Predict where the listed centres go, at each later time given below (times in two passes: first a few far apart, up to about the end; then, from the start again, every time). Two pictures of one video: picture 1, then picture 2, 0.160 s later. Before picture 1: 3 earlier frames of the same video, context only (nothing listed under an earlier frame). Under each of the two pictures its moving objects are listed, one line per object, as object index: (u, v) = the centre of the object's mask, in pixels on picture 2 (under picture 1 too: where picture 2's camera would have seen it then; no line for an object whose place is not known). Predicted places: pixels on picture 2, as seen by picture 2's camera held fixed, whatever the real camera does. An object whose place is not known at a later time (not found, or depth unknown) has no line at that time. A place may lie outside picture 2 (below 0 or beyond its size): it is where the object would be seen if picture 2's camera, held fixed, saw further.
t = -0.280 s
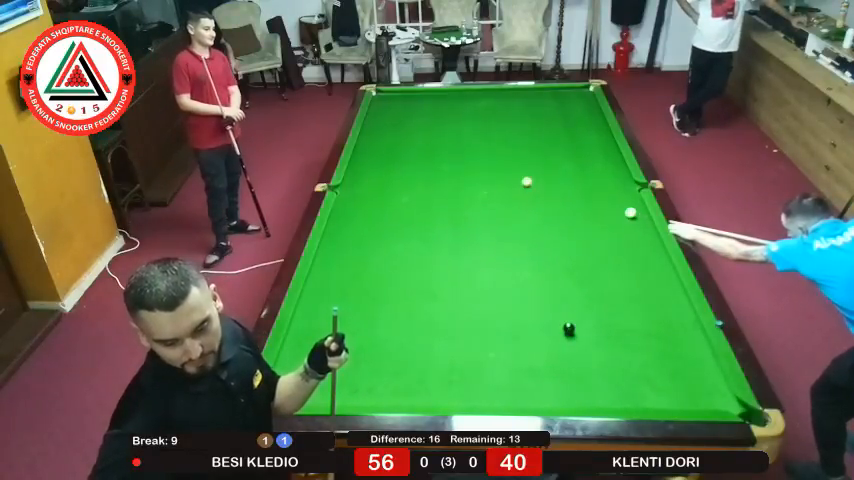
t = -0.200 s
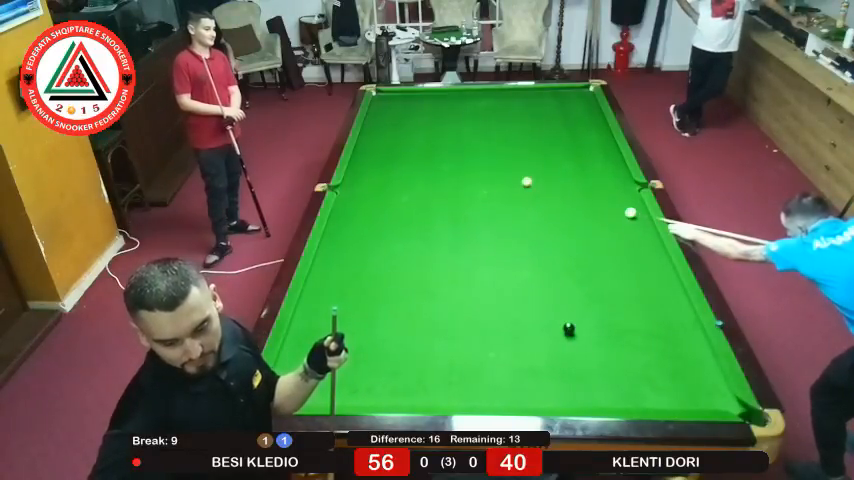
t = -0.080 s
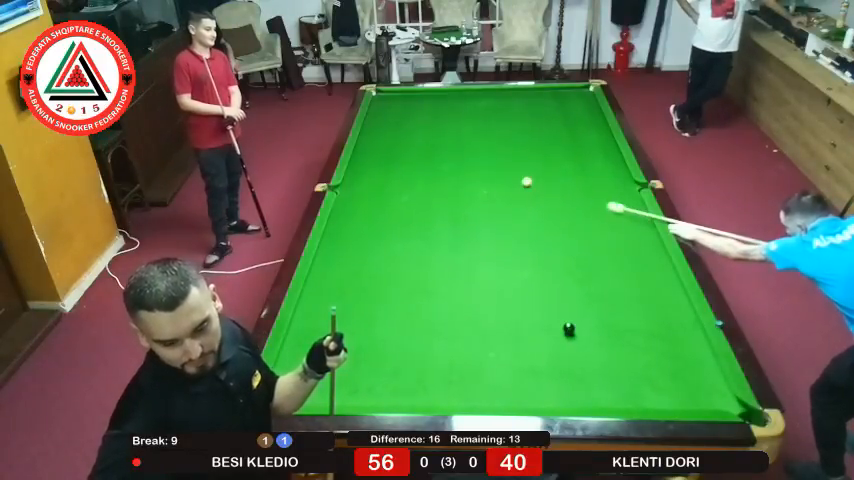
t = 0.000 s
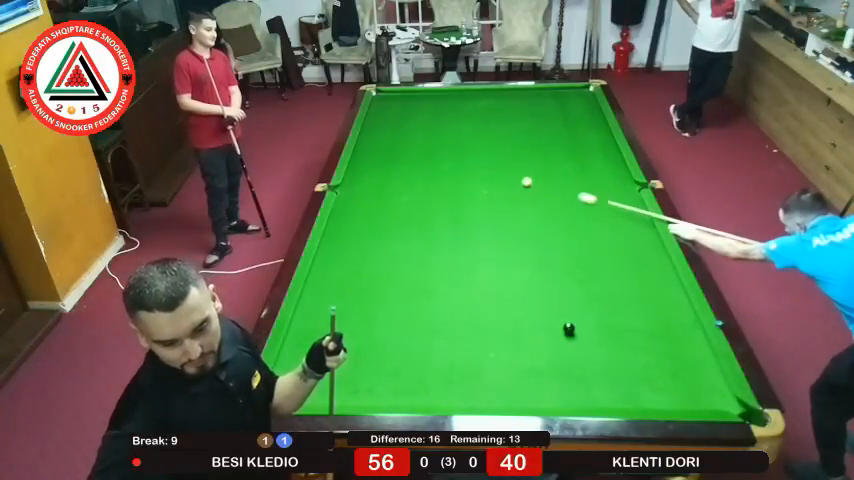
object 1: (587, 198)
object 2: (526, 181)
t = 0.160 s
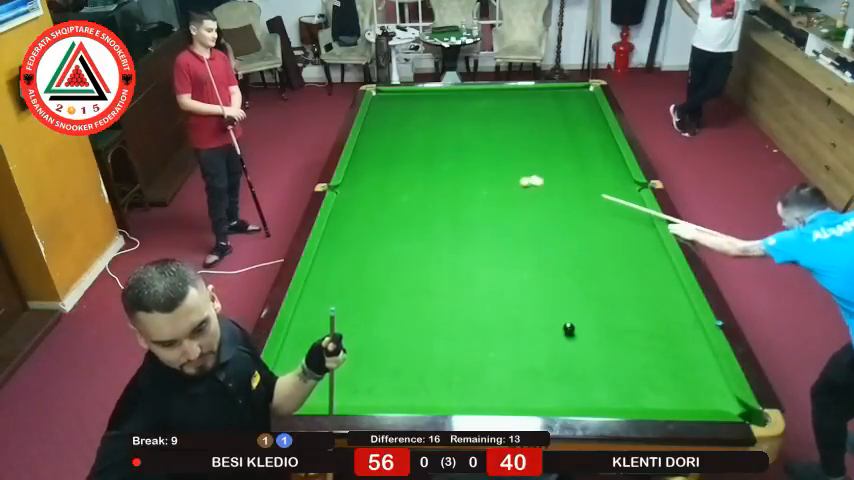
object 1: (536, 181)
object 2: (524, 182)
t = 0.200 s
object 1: (531, 176)
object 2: (517, 182)
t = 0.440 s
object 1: (504, 151)
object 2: (477, 185)
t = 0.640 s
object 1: (483, 133)
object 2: (446, 187)
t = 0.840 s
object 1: (464, 118)
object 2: (416, 189)
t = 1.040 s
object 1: (447, 104)
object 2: (387, 191)
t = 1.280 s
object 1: (430, 92)
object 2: (353, 194)
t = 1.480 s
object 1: (418, 101)
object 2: (350, 193)
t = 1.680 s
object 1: (405, 110)
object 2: (369, 189)
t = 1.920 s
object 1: (390, 120)
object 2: (389, 185)
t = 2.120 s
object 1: (377, 130)
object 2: (405, 182)
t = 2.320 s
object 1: (363, 139)
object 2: (420, 179)
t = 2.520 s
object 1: (361, 148)
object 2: (434, 176)
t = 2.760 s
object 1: (365, 158)
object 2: (450, 173)
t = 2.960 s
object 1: (368, 167)
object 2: (463, 171)
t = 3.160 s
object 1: (372, 176)
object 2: (475, 168)
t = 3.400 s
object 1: (377, 187)
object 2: (488, 166)
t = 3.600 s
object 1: (380, 196)
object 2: (499, 164)
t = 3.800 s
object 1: (384, 205)
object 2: (508, 163)
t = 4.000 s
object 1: (389, 215)
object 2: (518, 161)
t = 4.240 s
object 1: (393, 226)
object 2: (528, 159)
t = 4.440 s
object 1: (397, 236)
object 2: (535, 158)
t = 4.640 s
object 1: (401, 246)
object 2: (543, 156)
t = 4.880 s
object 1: (406, 258)
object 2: (551, 155)
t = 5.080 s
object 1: (410, 268)
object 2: (556, 154)
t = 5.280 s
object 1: (414, 277)
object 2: (562, 153)
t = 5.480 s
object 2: (566, 152)
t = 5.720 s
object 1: (423, 299)
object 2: (571, 151)
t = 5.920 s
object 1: (427, 309)
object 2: (574, 150)
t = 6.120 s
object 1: (431, 318)
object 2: (577, 150)
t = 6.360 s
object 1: (435, 330)
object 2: (579, 150)
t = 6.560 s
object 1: (438, 339)
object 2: (581, 149)
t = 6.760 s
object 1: (441, 347)
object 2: (582, 149)
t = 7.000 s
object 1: (445, 357)
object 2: (582, 149)
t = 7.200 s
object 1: (447, 365)
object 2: (582, 149)
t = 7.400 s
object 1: (449, 373)
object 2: (582, 149)
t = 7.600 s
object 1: (452, 380)
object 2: (582, 149)
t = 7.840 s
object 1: (452, 387)
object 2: (582, 149)
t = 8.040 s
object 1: (454, 393)
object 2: (582, 149)
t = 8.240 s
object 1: (455, 396)
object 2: (582, 149)
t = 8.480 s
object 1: (456, 397)
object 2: (582, 149)
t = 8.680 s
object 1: (456, 395)
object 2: (582, 149)
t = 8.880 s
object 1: (456, 395)
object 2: (582, 149)
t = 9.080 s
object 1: (456, 394)
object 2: (582, 149)
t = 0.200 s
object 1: (531, 176)
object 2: (517, 182)
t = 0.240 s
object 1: (528, 171)
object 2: (509, 183)
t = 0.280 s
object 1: (523, 167)
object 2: (502, 183)
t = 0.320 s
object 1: (519, 163)
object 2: (496, 184)
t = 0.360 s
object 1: (514, 159)
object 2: (489, 184)
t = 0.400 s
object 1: (509, 155)
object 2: (483, 184)
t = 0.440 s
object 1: (504, 151)
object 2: (477, 185)
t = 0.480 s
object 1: (500, 147)
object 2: (470, 185)
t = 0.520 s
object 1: (496, 144)
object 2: (465, 186)
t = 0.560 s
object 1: (491, 140)
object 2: (458, 186)
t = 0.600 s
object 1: (487, 137)
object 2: (452, 187)
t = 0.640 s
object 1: (483, 133)
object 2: (446, 187)
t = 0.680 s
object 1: (479, 130)
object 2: (440, 188)
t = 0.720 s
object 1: (475, 127)
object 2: (434, 188)
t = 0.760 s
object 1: (471, 124)
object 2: (429, 189)
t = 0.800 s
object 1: (467, 120)
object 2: (422, 189)
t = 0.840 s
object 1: (464, 118)
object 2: (416, 189)
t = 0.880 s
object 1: (461, 115)
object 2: (410, 190)
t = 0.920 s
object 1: (457, 112)
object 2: (405, 190)
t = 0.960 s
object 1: (454, 109)
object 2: (399, 190)
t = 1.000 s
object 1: (451, 106)
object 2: (393, 191)
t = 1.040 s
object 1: (447, 104)
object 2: (387, 191)
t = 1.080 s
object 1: (444, 101)
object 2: (381, 192)
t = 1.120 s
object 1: (441, 99)
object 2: (375, 192)
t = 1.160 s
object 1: (438, 96)
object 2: (369, 193)
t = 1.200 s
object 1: (435, 94)
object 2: (364, 193)
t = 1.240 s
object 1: (432, 91)
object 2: (358, 194)
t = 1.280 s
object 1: (430, 92)
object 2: (353, 194)
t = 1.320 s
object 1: (427, 94)
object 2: (347, 194)
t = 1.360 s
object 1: (425, 96)
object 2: (341, 195)
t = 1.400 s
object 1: (423, 98)
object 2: (343, 194)
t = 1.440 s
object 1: (420, 99)
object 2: (347, 193)
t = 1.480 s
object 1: (418, 101)
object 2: (350, 193)
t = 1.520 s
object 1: (416, 103)
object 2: (354, 192)
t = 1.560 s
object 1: (413, 104)
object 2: (358, 191)
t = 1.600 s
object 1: (410, 106)
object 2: (361, 191)
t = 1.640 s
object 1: (408, 108)
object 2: (365, 190)
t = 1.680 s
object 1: (405, 110)
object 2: (369, 189)
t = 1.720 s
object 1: (403, 111)
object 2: (372, 188)
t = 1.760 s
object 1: (400, 113)
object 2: (376, 188)
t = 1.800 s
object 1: (398, 115)
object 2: (379, 187)
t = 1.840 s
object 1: (395, 117)
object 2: (383, 186)
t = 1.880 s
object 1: (393, 118)
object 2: (386, 186)
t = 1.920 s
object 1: (390, 120)
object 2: (389, 185)
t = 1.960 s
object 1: (388, 122)
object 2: (392, 184)
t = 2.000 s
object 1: (385, 124)
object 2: (396, 184)
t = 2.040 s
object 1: (382, 126)
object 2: (399, 183)
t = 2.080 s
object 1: (380, 128)
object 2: (402, 182)
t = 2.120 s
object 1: (377, 130)
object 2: (405, 182)
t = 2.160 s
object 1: (374, 132)
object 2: (408, 181)
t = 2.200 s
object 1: (372, 134)
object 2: (411, 181)
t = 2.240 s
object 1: (369, 135)
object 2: (414, 180)
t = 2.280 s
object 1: (366, 137)
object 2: (417, 180)
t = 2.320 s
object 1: (363, 139)
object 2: (420, 179)
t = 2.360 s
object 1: (361, 141)
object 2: (423, 178)
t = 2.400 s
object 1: (359, 143)
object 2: (425, 178)
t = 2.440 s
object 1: (360, 145)
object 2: (429, 177)
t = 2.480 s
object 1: (360, 147)
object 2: (432, 177)
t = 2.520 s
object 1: (361, 148)
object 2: (434, 176)
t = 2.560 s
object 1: (362, 150)
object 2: (437, 176)
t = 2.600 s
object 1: (362, 151)
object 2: (440, 175)
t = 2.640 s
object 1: (363, 153)
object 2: (443, 175)
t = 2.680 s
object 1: (363, 155)
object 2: (445, 174)
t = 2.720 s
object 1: (364, 157)
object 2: (448, 174)
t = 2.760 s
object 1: (365, 158)
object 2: (450, 173)
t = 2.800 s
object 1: (365, 160)
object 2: (453, 173)
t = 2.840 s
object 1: (366, 162)
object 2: (455, 172)
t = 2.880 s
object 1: (367, 164)
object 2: (458, 172)
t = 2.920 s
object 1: (368, 165)
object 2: (461, 171)
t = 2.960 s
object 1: (368, 167)
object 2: (463, 171)
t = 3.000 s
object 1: (369, 169)
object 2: (466, 170)
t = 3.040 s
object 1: (370, 171)
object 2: (468, 170)
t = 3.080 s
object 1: (371, 173)
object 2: (470, 169)
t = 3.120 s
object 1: (371, 174)
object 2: (473, 169)
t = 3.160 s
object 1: (372, 176)
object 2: (475, 168)
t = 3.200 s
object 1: (373, 178)
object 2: (477, 168)
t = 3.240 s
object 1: (374, 180)
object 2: (479, 168)
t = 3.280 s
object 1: (374, 181)
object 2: (482, 167)
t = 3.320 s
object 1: (375, 183)
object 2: (484, 167)
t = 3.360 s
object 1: (376, 185)
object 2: (486, 166)
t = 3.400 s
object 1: (377, 187)
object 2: (488, 166)
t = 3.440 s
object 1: (377, 189)
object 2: (490, 166)
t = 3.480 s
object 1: (378, 191)
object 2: (492, 165)
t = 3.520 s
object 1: (379, 192)
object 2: (494, 165)
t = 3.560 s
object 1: (380, 194)
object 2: (497, 165)
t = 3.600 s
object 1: (380, 196)
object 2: (499, 164)
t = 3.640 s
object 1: (381, 198)
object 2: (500, 164)
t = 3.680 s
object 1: (382, 200)
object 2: (502, 164)
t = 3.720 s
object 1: (383, 202)
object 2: (505, 163)
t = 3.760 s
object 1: (384, 203)
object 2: (506, 163)
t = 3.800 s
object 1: (384, 205)
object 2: (508, 163)
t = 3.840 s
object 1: (385, 207)
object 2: (510, 162)
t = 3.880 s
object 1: (386, 209)
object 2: (512, 162)
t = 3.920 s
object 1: (387, 211)
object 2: (514, 162)
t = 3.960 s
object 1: (388, 213)
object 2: (516, 161)
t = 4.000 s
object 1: (389, 215)
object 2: (518, 161)
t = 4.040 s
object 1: (389, 217)
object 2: (519, 161)
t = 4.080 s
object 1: (390, 219)
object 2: (521, 160)
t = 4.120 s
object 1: (391, 221)
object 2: (523, 160)
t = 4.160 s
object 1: (392, 222)
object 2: (524, 160)
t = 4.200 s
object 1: (393, 224)
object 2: (526, 159)
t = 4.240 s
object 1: (393, 226)
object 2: (528, 159)
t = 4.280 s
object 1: (394, 228)
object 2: (530, 158)
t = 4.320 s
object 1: (395, 230)
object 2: (531, 158)
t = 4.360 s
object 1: (396, 232)
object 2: (532, 158)
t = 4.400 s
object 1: (397, 234)
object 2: (534, 158)
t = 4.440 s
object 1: (397, 236)
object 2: (535, 158)
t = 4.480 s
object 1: (398, 238)
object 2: (537, 157)
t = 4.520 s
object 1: (399, 240)
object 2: (538, 157)
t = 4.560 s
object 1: (400, 242)
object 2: (540, 157)
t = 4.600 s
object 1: (401, 244)
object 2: (541, 156)
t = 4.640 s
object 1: (401, 246)
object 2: (543, 156)
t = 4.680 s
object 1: (402, 248)
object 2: (544, 156)
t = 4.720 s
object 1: (403, 250)
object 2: (545, 156)
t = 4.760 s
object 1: (404, 252)
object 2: (547, 155)
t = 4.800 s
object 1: (405, 254)
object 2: (548, 155)
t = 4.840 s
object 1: (406, 256)
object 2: (549, 155)
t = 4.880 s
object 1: (406, 258)
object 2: (551, 155)
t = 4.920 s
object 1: (407, 260)
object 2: (552, 154)
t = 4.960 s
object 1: (408, 262)
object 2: (553, 154)
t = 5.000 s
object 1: (409, 264)
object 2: (554, 154)
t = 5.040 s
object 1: (410, 265)
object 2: (555, 154)
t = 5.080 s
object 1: (410, 268)
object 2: (556, 154)
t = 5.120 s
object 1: (411, 269)
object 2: (557, 153)
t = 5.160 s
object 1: (412, 271)
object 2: (558, 153)
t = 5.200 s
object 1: (413, 273)
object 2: (560, 153)
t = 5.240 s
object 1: (414, 275)
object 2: (561, 153)
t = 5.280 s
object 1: (414, 277)
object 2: (562, 153)
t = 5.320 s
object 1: (415, 279)
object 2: (563, 152)
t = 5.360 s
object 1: (416, 281)
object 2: (564, 152)
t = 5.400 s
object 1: (415, 280)
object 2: (564, 152)
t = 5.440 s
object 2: (565, 152)
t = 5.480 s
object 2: (566, 152)
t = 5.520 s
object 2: (567, 152)
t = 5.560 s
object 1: (423, 289)
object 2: (568, 151)
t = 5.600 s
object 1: (422, 292)
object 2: (568, 151)
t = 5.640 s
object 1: (422, 295)
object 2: (569, 151)
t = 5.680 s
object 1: (422, 297)
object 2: (570, 151)
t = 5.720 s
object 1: (423, 299)
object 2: (571, 151)
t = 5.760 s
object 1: (424, 301)
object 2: (571, 151)
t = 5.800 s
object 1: (425, 303)
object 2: (572, 151)
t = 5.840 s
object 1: (425, 305)
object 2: (573, 151)
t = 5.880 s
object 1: (426, 307)
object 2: (574, 150)
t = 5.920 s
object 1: (427, 309)
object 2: (574, 150)
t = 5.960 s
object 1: (428, 311)
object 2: (575, 150)
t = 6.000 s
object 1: (429, 313)
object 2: (575, 150)
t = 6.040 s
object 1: (429, 314)
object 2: (576, 150)
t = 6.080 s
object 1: (430, 316)
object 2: (576, 150)
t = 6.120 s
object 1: (431, 318)
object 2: (577, 150)
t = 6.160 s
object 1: (431, 320)
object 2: (577, 150)
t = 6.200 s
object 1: (432, 322)
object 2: (578, 150)
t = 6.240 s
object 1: (433, 324)
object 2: (578, 150)
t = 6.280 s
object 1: (433, 326)
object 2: (578, 150)
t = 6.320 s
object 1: (434, 328)
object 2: (579, 150)
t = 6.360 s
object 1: (435, 330)
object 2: (579, 150)
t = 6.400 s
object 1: (436, 331)
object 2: (580, 149)
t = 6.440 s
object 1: (436, 333)
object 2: (580, 149)
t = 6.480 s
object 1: (437, 335)
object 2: (580, 149)
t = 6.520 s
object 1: (438, 336)
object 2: (580, 149)
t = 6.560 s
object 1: (438, 339)
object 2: (581, 149)
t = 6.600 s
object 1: (439, 340)
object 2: (581, 149)
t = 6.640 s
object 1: (440, 342)
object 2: (581, 149)
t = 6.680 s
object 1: (440, 344)
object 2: (581, 149)
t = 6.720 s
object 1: (441, 346)
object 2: (582, 149)
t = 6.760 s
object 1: (441, 347)
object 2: (582, 149)
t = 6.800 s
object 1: (442, 349)
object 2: (582, 149)
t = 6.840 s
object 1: (442, 350)
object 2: (582, 149)
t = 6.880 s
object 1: (443, 352)
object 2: (582, 149)
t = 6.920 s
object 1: (444, 354)
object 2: (582, 149)
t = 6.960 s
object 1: (444, 355)
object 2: (582, 149)
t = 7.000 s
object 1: (445, 357)
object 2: (582, 149)
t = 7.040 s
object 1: (445, 359)
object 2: (582, 149)
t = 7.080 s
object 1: (446, 360)
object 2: (582, 149)
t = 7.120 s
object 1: (446, 362)
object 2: (582, 149)
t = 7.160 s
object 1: (446, 364)
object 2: (582, 149)
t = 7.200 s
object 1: (447, 365)
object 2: (582, 149)
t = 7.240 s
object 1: (447, 367)
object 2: (582, 149)
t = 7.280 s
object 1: (448, 368)
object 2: (582, 149)
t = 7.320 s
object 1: (448, 370)
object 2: (582, 149)
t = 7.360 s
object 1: (449, 371)
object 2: (582, 149)
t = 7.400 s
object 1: (449, 373)
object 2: (582, 149)
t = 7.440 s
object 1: (450, 374)
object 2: (582, 149)
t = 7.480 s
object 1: (450, 376)
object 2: (582, 149)
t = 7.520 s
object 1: (450, 377)
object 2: (582, 149)
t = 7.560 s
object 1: (451, 378)
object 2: (582, 149)
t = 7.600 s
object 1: (452, 380)
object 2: (582, 149)
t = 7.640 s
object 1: (452, 381)
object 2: (582, 149)
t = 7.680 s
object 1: (450, 382)
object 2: (582, 149)
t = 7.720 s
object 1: (451, 383)
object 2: (582, 149)
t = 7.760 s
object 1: (451, 384)
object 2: (582, 149)
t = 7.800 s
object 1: (452, 385)
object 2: (582, 149)
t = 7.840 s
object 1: (452, 387)
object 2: (582, 149)
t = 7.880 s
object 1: (451, 388)
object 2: (582, 149)
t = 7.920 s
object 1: (453, 390)
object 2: (582, 149)
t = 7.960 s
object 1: (455, 391)
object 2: (582, 149)
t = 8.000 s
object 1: (454, 392)
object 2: (582, 149)
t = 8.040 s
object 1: (454, 393)
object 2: (582, 149)
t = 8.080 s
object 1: (455, 394)
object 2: (582, 149)
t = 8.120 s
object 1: (455, 394)
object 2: (582, 149)
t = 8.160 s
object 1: (455, 395)
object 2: (582, 149)
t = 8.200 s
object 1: (455, 395)
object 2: (582, 149)
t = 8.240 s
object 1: (455, 396)
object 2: (582, 149)
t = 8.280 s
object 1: (456, 396)
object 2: (582, 149)
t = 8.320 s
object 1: (456, 397)
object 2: (582, 149)
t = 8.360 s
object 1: (456, 398)
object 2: (582, 149)
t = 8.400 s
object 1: (456, 398)
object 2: (582, 149)
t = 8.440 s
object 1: (456, 398)
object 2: (582, 149)
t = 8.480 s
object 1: (456, 397)
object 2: (582, 149)
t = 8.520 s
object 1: (456, 397)
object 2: (582, 149)
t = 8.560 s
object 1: (456, 396)
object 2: (582, 149)
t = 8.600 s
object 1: (456, 396)
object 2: (582, 149)
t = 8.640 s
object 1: (456, 396)
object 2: (582, 149)
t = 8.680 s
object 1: (456, 395)
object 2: (582, 149)
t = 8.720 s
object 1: (456, 395)
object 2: (582, 149)
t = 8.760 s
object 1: (456, 395)
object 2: (582, 149)
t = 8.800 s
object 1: (456, 395)
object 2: (582, 149)
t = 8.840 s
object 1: (456, 395)
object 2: (582, 149)
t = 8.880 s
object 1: (456, 395)
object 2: (582, 149)
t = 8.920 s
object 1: (456, 395)
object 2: (582, 149)
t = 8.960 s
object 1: (456, 395)
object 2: (582, 149)
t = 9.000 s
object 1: (456, 395)
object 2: (582, 149)
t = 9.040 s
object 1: (456, 395)
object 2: (582, 149)
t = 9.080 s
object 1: (456, 394)
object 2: (582, 149)
